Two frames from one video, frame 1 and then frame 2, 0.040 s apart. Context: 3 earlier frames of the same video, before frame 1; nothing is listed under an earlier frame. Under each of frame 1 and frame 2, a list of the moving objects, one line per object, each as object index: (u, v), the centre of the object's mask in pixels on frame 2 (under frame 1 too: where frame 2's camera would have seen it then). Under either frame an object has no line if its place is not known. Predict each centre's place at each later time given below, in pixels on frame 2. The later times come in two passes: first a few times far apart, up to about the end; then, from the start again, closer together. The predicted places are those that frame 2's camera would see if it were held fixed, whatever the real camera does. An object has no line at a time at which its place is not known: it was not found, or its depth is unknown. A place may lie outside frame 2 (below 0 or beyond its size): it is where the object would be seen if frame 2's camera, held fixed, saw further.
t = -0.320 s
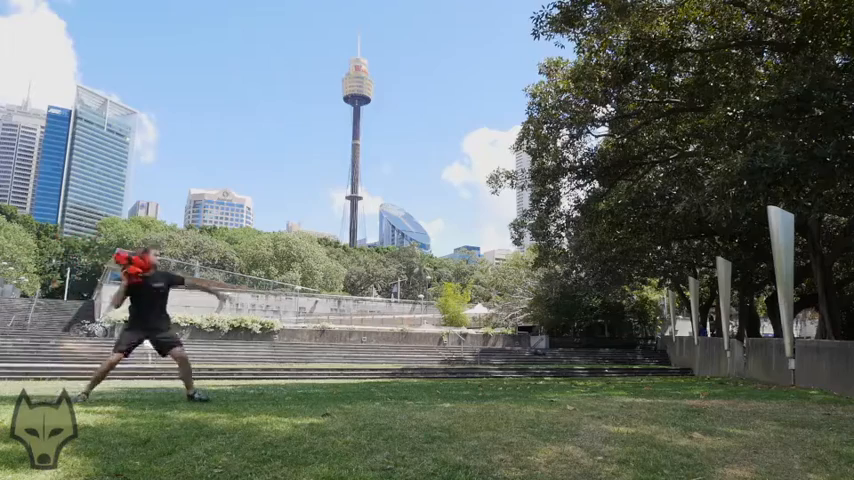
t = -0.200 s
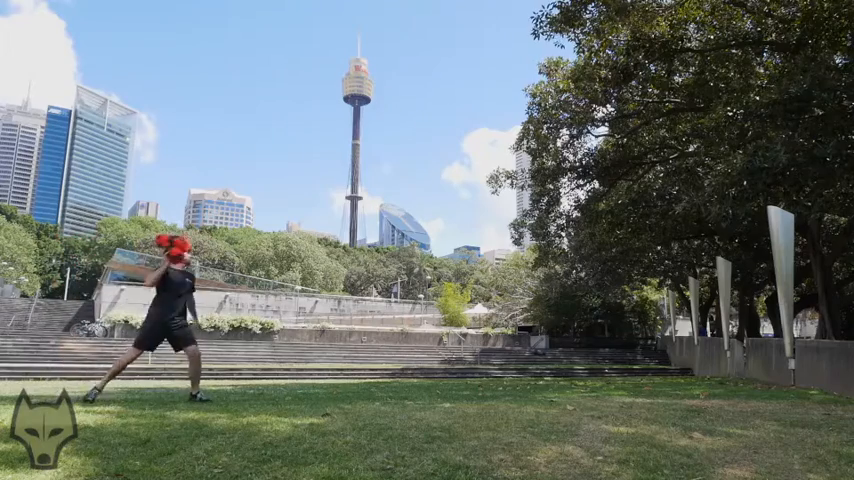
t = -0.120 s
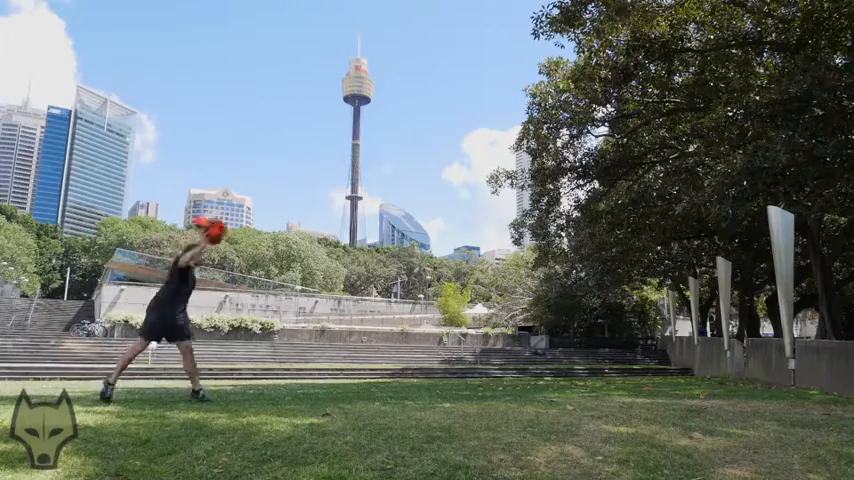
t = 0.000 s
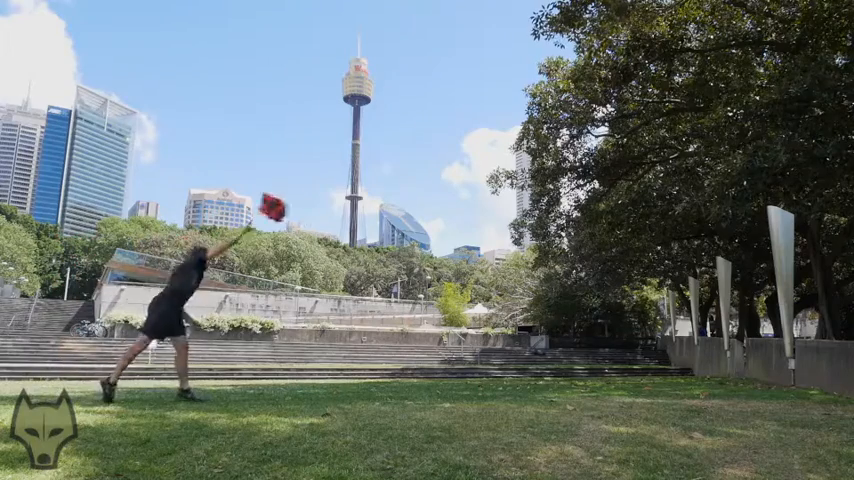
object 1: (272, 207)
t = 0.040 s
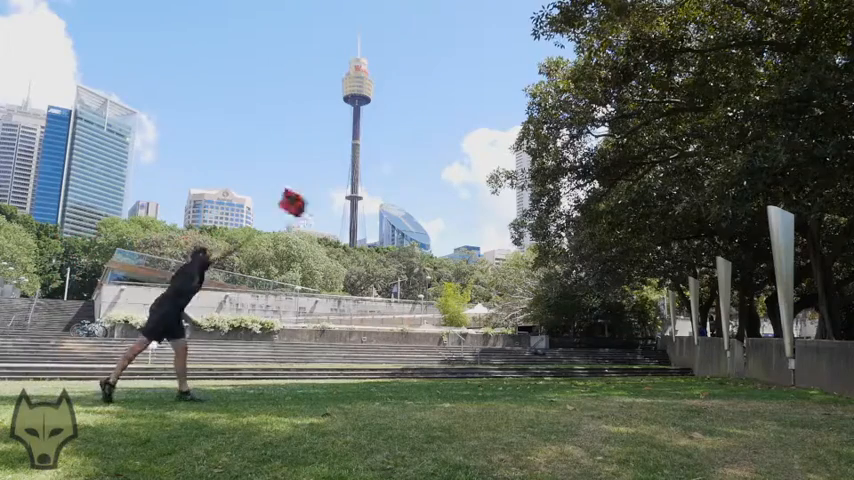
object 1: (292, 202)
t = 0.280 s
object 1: (401, 205)
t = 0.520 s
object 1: (496, 250)
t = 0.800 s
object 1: (594, 347)
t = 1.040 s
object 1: (641, 385)
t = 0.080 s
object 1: (312, 199)
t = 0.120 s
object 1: (330, 198)
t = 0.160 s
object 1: (349, 198)
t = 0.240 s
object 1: (384, 201)
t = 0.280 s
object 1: (401, 205)
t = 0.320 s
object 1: (418, 209)
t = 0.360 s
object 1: (434, 215)
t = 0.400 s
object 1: (450, 222)
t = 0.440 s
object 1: (466, 231)
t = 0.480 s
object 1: (481, 240)
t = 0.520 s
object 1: (496, 250)
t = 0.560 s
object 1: (510, 260)
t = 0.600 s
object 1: (526, 273)
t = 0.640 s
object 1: (540, 285)
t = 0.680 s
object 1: (553, 300)
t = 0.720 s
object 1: (567, 314)
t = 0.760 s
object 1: (579, 333)
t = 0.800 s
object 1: (594, 347)
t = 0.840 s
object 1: (610, 366)
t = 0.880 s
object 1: (622, 385)
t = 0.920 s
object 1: (630, 388)
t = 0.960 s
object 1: (635, 387)
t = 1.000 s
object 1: (640, 386)
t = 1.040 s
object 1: (641, 385)
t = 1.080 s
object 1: (645, 386)
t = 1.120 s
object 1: (645, 387)
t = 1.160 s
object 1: (648, 388)
